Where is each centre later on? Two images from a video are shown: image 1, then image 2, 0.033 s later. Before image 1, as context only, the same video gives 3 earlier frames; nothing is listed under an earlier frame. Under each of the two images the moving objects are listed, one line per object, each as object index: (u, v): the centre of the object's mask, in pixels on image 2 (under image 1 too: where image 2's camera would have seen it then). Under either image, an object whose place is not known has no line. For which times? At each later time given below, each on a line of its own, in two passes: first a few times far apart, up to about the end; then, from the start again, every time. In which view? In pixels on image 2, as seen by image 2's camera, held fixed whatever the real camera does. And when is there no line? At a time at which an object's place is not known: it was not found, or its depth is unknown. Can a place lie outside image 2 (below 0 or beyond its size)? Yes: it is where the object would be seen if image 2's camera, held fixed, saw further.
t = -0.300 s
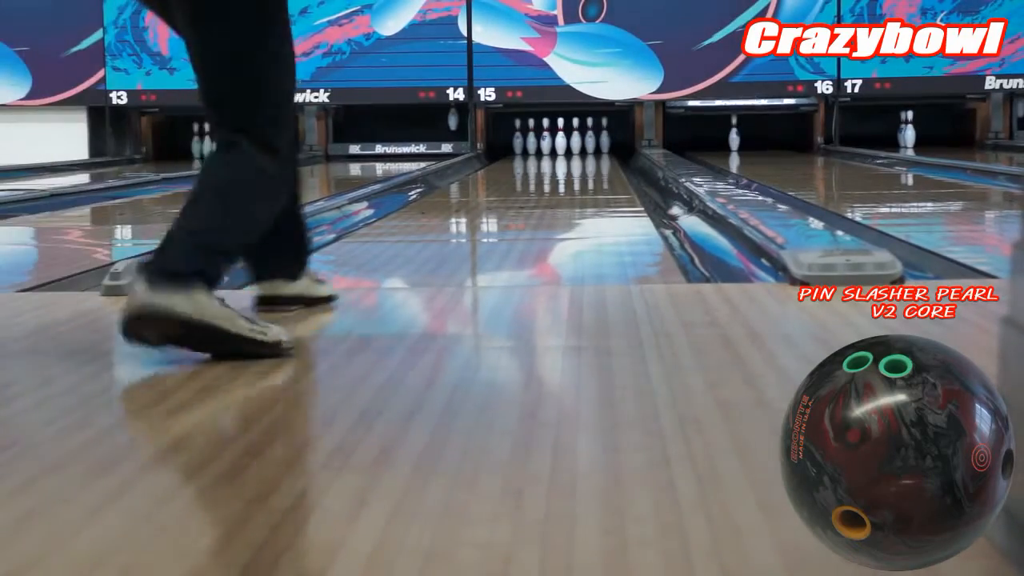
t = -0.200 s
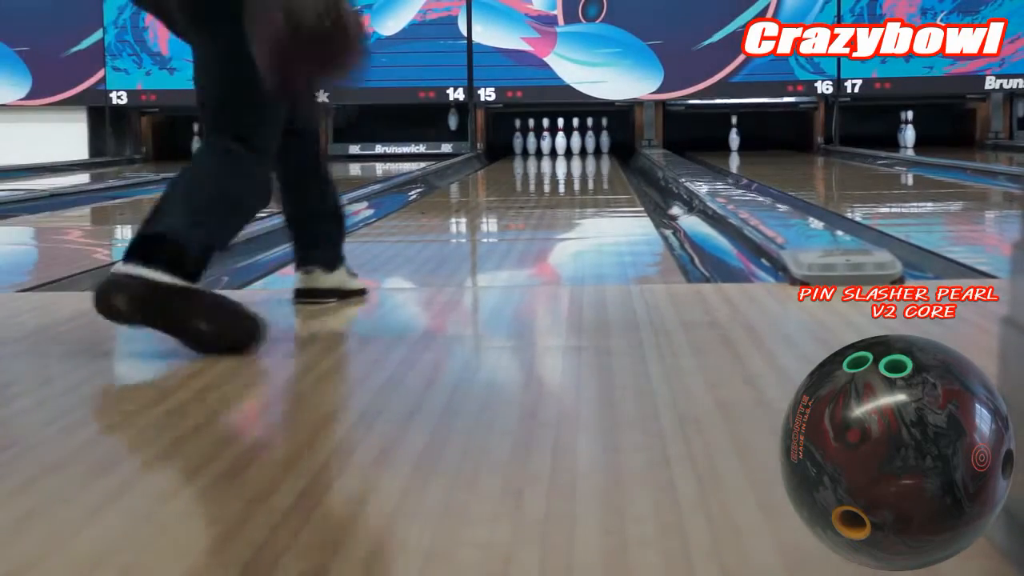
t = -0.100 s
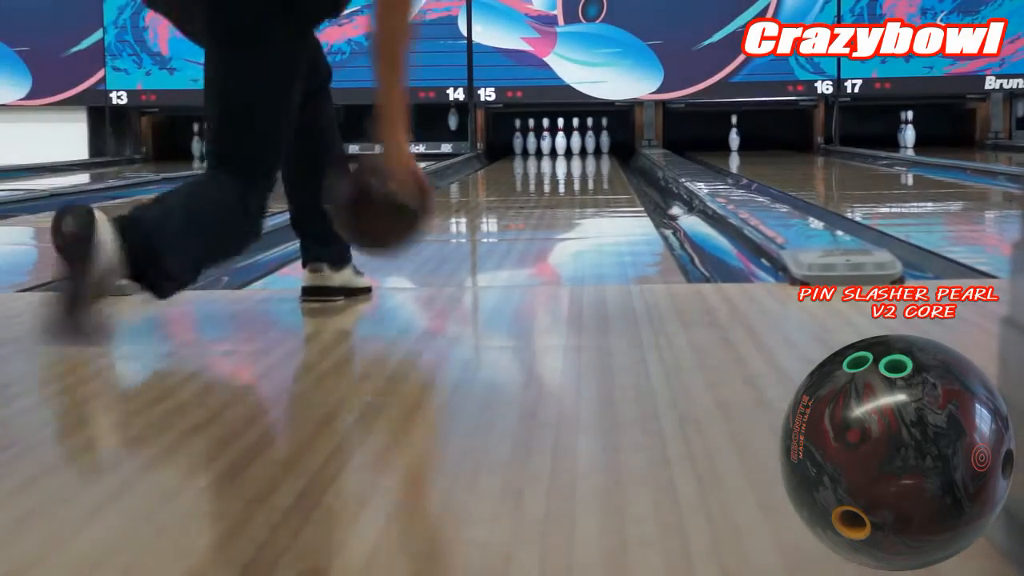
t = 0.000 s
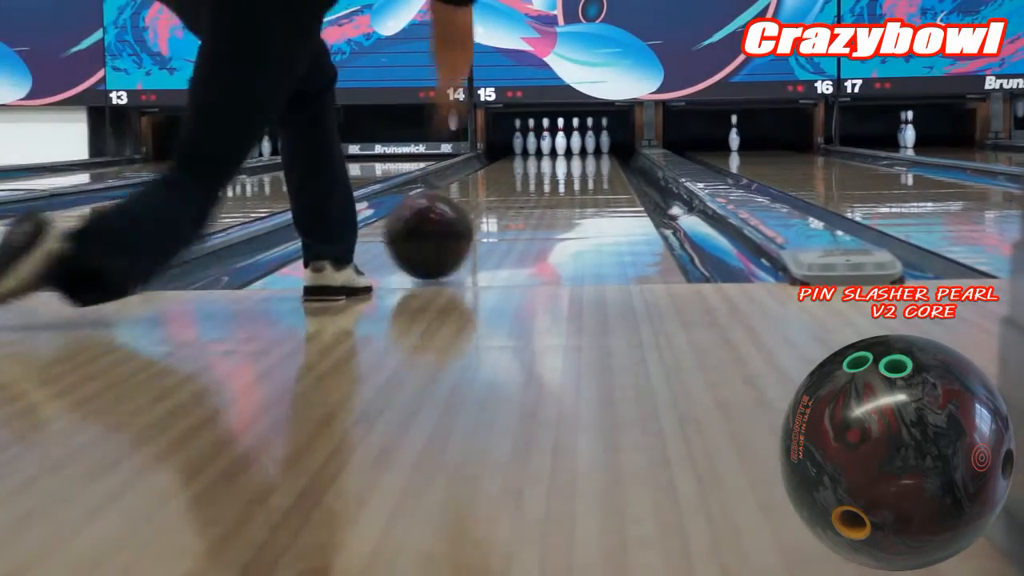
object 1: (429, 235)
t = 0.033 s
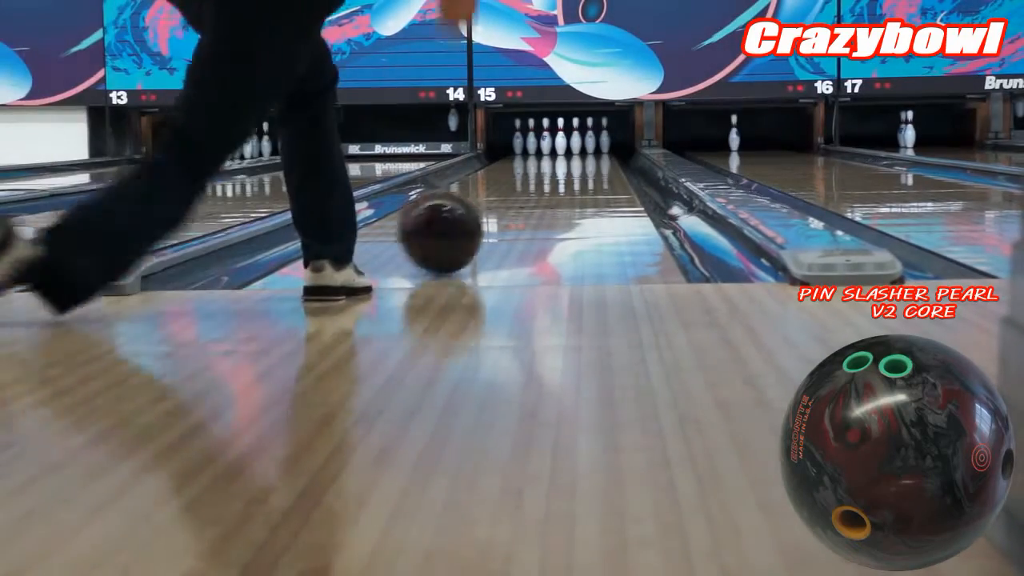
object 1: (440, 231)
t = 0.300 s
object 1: (509, 205)
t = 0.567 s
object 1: (549, 186)
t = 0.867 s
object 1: (576, 173)
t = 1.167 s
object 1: (593, 165)
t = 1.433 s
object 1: (601, 159)
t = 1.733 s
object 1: (604, 154)
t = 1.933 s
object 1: (604, 151)
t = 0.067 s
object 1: (451, 228)
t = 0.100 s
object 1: (462, 224)
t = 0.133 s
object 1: (471, 221)
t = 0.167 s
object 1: (479, 217)
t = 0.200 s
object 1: (488, 213)
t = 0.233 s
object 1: (496, 210)
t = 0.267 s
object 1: (502, 207)
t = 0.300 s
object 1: (509, 205)
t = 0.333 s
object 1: (516, 202)
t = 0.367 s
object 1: (521, 200)
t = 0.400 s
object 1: (527, 197)
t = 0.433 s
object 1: (531, 194)
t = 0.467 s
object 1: (536, 192)
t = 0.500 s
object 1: (541, 190)
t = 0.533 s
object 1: (545, 188)
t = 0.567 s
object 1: (549, 186)
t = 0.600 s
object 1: (553, 185)
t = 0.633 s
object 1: (557, 183)
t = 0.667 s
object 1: (560, 181)
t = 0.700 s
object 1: (563, 179)
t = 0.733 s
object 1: (566, 178)
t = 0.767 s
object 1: (569, 177)
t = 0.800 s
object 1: (572, 175)
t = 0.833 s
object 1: (574, 174)
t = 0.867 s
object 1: (576, 173)
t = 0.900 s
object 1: (579, 172)
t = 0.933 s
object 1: (581, 171)
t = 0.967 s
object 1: (584, 170)
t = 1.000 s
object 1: (585, 169)
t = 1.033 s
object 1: (587, 168)
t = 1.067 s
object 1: (589, 167)
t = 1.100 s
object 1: (590, 166)
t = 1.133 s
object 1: (592, 165)
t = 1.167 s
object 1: (593, 165)
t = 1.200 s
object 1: (595, 164)
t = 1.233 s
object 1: (596, 163)
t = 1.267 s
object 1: (597, 162)
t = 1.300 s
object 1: (598, 161)
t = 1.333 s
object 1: (599, 161)
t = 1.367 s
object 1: (599, 160)
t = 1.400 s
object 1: (600, 160)
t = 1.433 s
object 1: (601, 159)
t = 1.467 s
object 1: (602, 158)
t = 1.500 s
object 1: (603, 158)
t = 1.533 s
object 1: (603, 157)
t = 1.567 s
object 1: (604, 156)
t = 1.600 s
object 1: (604, 156)
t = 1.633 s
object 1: (604, 155)
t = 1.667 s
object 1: (604, 155)
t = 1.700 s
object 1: (604, 154)
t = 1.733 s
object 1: (604, 154)
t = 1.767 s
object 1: (604, 154)
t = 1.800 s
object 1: (604, 154)
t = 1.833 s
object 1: (604, 153)
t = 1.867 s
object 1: (604, 152)
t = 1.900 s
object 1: (604, 152)
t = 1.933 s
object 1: (604, 151)
